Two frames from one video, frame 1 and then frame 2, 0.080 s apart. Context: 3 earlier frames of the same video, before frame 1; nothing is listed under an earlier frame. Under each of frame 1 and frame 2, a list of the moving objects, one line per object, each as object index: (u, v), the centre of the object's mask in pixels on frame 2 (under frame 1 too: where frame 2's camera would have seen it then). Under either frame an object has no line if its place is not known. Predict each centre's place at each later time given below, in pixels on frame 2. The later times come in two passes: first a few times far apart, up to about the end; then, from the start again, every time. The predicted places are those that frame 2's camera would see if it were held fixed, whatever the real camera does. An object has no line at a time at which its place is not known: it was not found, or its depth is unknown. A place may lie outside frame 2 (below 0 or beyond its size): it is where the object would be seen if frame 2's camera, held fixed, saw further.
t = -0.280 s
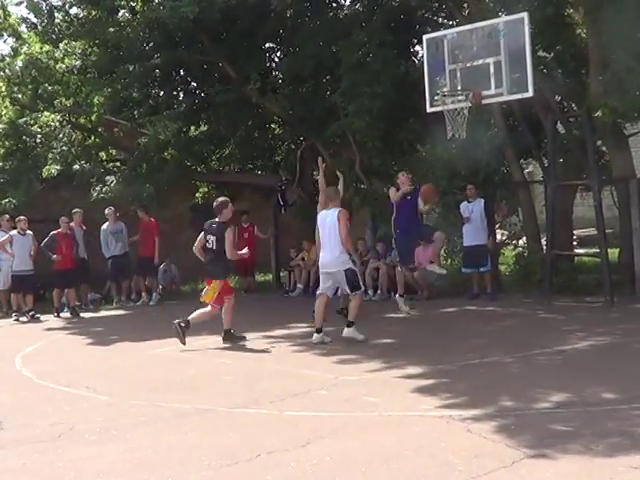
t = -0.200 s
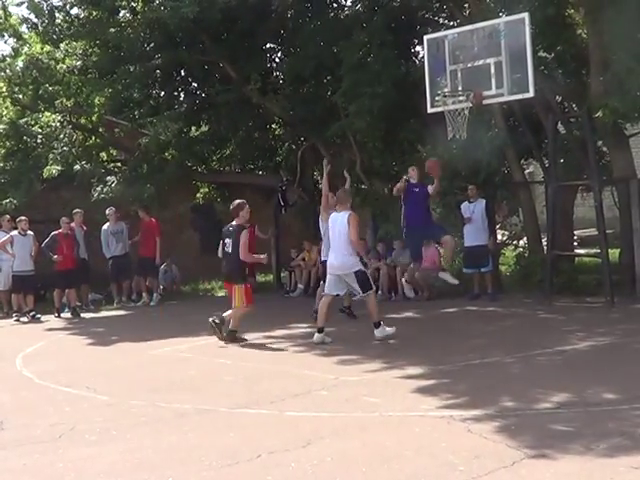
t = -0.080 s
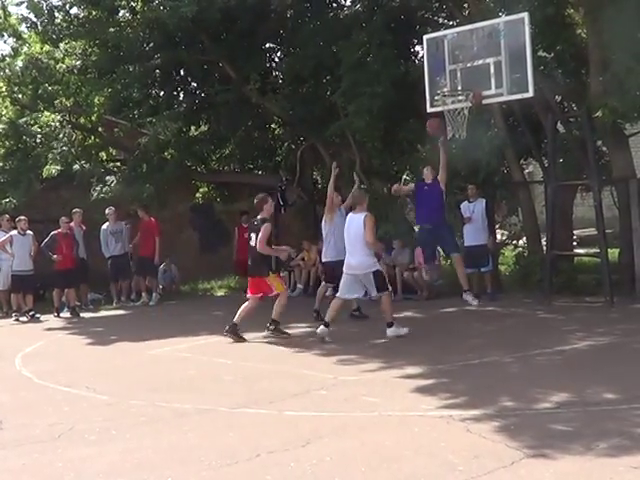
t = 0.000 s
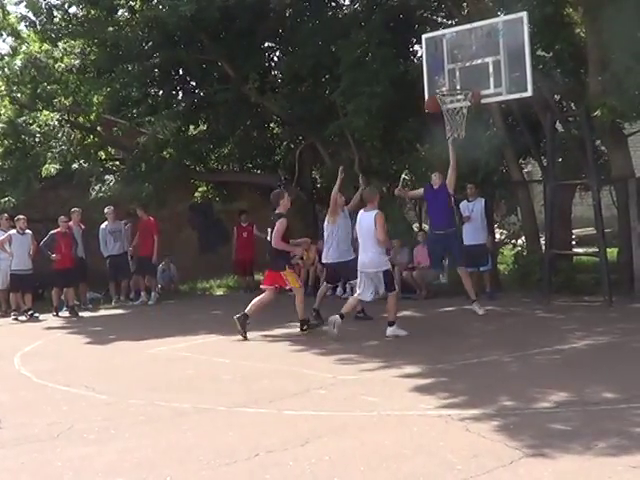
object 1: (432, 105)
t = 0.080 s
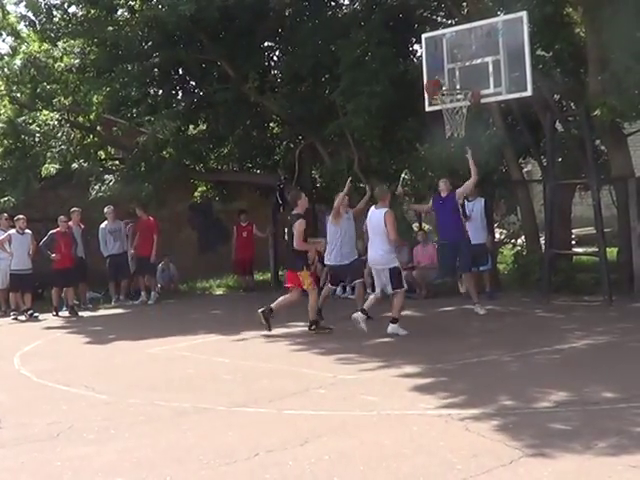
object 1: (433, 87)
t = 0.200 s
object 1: (434, 71)
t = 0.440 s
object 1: (437, 70)
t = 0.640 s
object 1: (441, 80)
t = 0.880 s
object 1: (454, 86)
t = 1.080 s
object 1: (469, 103)
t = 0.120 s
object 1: (434, 78)
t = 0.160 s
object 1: (434, 75)
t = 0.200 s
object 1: (434, 71)
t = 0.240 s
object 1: (434, 68)
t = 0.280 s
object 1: (435, 66)
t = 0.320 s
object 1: (436, 66)
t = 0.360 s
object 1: (436, 66)
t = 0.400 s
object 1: (436, 67)
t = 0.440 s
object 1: (437, 70)
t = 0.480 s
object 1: (438, 73)
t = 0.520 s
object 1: (438, 78)
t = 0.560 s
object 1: (439, 83)
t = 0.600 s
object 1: (439, 82)
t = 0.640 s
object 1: (441, 80)
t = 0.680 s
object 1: (443, 79)
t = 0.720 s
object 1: (443, 79)
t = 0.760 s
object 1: (445, 81)
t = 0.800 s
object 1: (447, 83)
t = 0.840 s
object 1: (449, 85)
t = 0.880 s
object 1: (454, 86)
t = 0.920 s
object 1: (455, 85)
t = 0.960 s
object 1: (455, 86)
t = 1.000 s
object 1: (463, 98)
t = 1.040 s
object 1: (466, 100)
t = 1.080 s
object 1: (469, 103)
